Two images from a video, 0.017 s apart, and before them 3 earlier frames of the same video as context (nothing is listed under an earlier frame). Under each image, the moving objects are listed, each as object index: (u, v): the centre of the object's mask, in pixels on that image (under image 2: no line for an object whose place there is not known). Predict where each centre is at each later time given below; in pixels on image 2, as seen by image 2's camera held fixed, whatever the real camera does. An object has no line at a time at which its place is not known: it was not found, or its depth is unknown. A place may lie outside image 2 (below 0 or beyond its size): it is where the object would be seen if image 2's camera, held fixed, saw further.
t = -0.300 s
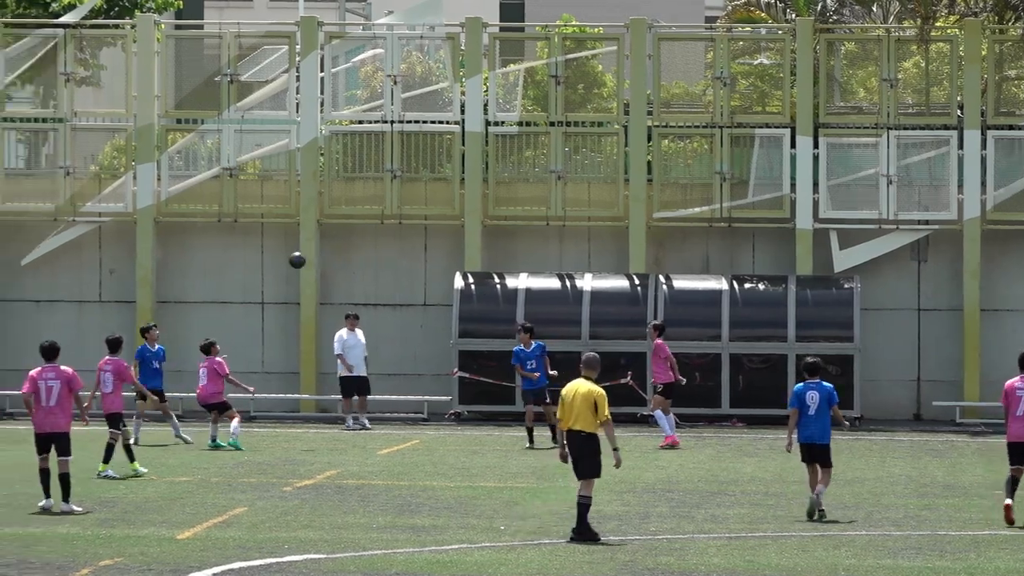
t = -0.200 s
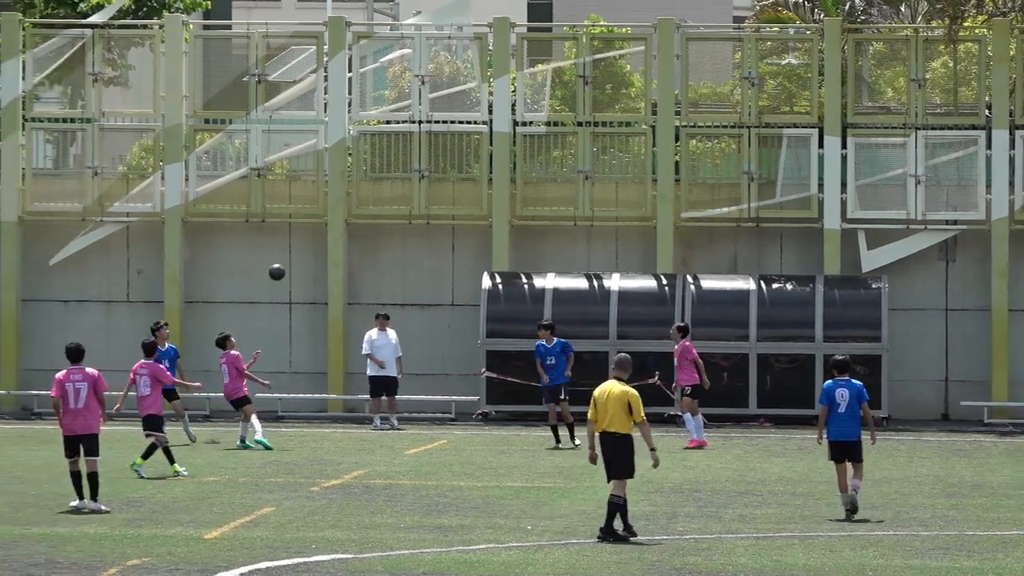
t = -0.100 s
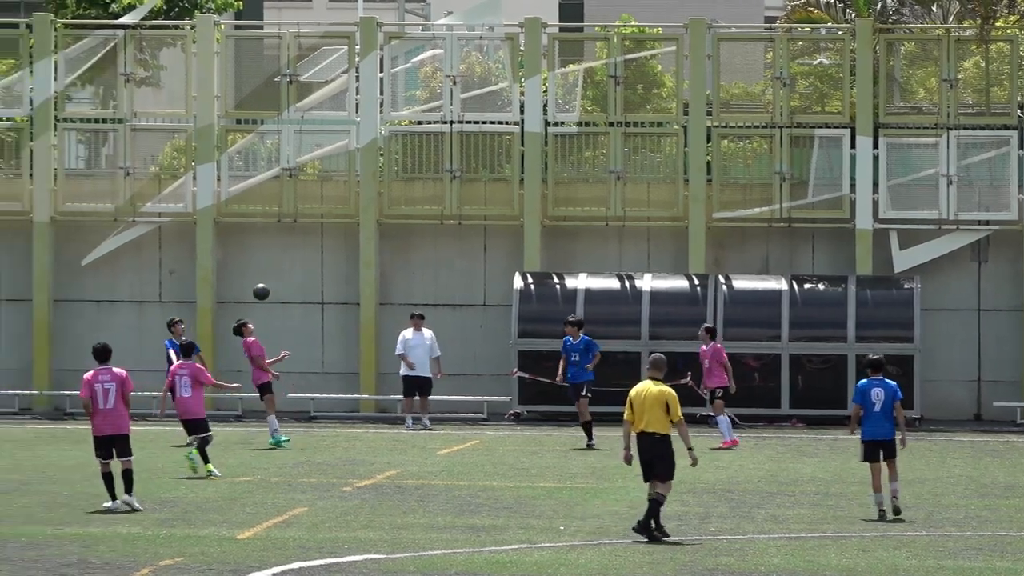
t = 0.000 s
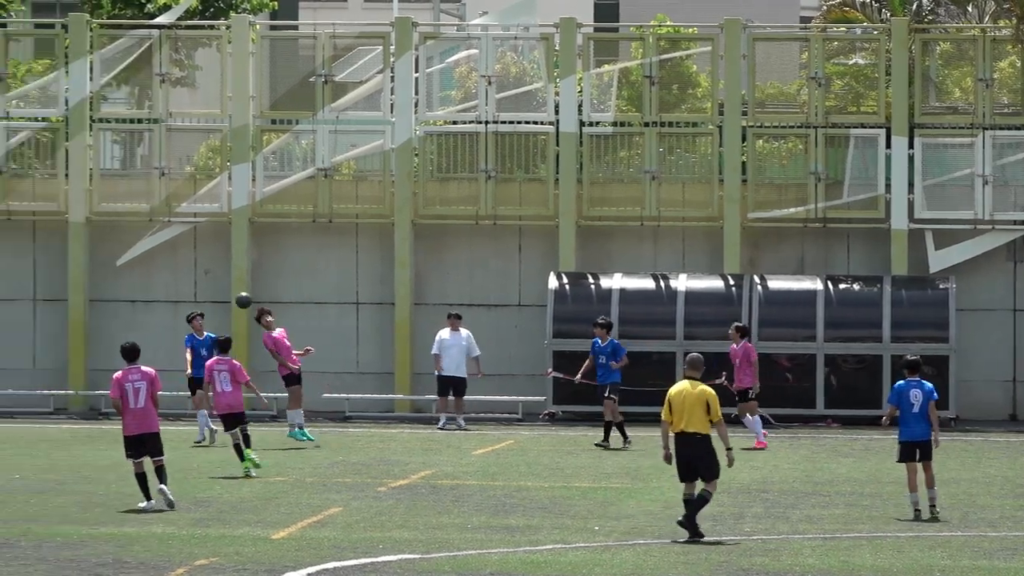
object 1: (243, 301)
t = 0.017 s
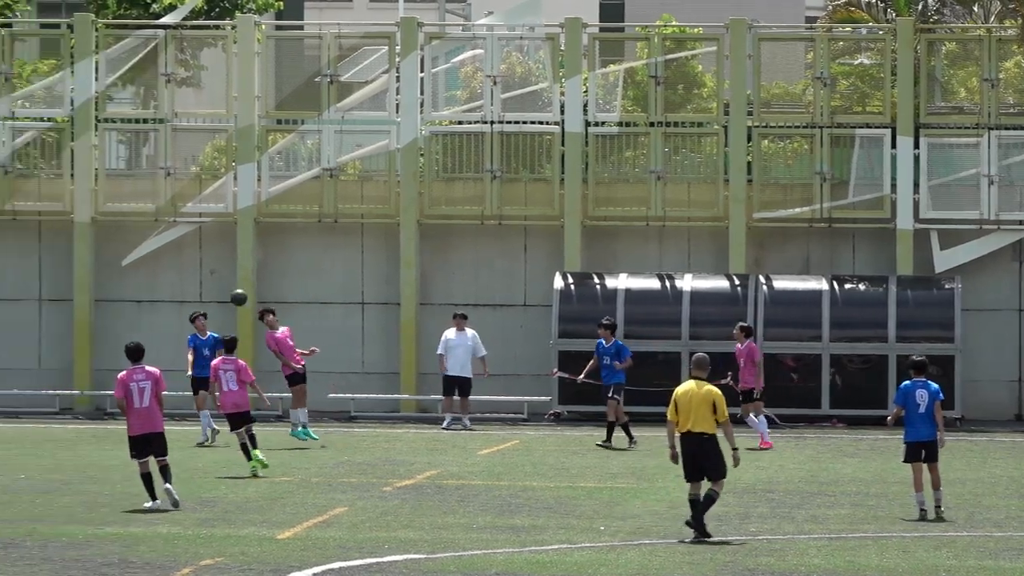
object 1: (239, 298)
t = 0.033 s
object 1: (229, 295)
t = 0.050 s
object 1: (218, 292)
